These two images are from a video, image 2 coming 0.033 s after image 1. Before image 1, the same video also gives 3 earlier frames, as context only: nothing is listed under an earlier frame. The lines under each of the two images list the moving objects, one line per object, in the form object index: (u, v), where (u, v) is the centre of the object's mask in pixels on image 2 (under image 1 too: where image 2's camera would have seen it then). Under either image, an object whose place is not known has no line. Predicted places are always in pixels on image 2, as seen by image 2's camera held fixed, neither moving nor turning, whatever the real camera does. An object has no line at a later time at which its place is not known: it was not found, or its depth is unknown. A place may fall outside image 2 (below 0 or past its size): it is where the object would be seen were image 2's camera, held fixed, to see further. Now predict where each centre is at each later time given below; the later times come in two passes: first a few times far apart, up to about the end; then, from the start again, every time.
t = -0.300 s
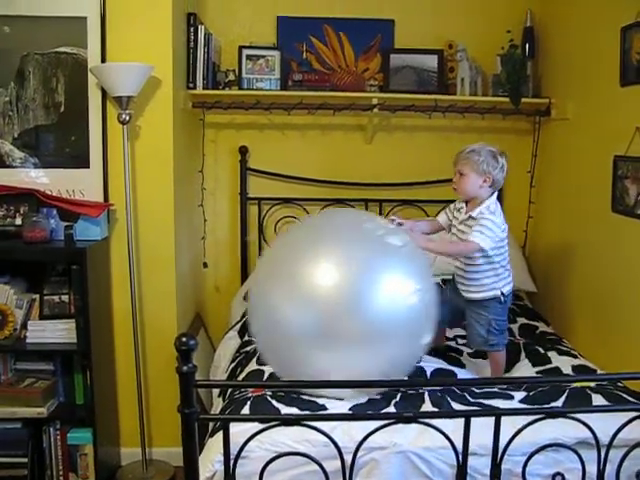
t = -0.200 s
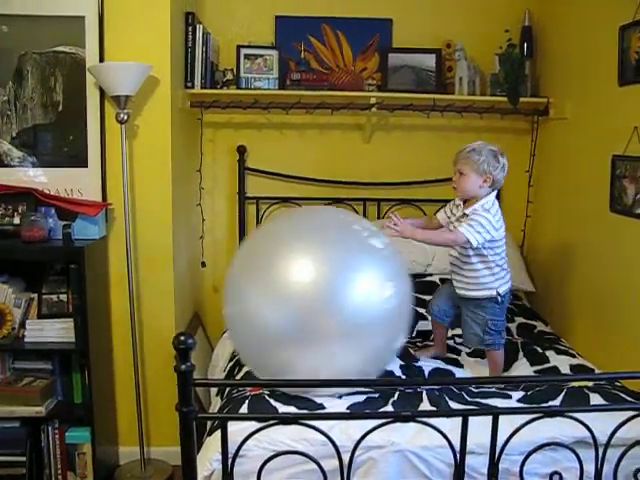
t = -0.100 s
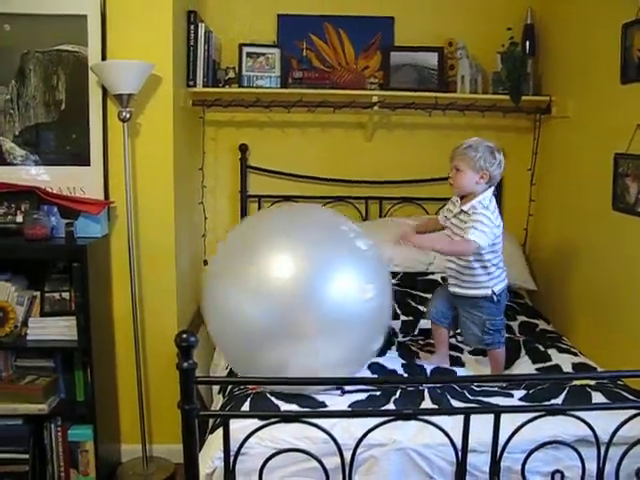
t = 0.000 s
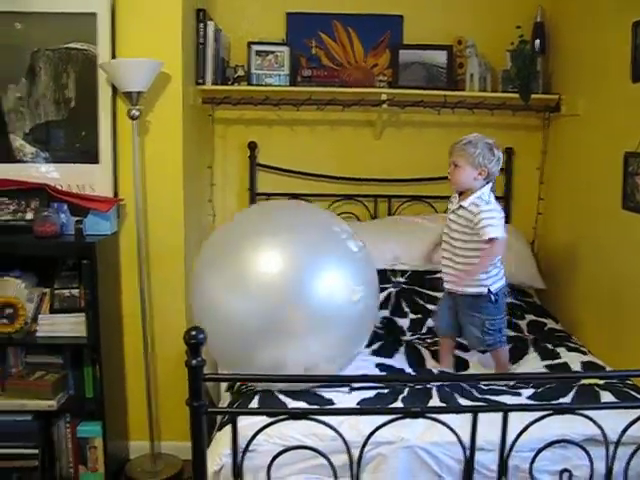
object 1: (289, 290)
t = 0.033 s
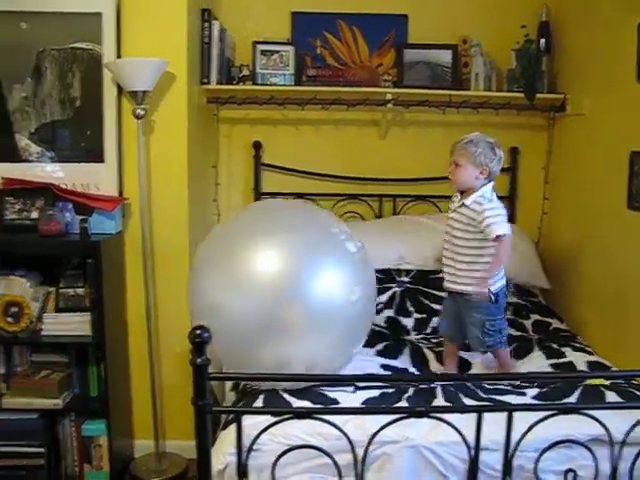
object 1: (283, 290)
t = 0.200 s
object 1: (248, 291)
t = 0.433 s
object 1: (178, 321)
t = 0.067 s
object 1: (277, 289)
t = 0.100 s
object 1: (271, 289)
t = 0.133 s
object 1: (264, 289)
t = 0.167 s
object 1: (255, 290)
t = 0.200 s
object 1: (248, 291)
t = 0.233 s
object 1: (239, 292)
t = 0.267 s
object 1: (230, 294)
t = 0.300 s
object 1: (220, 297)
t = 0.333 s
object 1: (210, 301)
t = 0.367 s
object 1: (199, 306)
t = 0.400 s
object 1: (189, 313)
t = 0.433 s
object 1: (178, 321)
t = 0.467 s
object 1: (166, 332)
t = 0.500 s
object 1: (155, 345)
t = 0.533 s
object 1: (145, 363)
